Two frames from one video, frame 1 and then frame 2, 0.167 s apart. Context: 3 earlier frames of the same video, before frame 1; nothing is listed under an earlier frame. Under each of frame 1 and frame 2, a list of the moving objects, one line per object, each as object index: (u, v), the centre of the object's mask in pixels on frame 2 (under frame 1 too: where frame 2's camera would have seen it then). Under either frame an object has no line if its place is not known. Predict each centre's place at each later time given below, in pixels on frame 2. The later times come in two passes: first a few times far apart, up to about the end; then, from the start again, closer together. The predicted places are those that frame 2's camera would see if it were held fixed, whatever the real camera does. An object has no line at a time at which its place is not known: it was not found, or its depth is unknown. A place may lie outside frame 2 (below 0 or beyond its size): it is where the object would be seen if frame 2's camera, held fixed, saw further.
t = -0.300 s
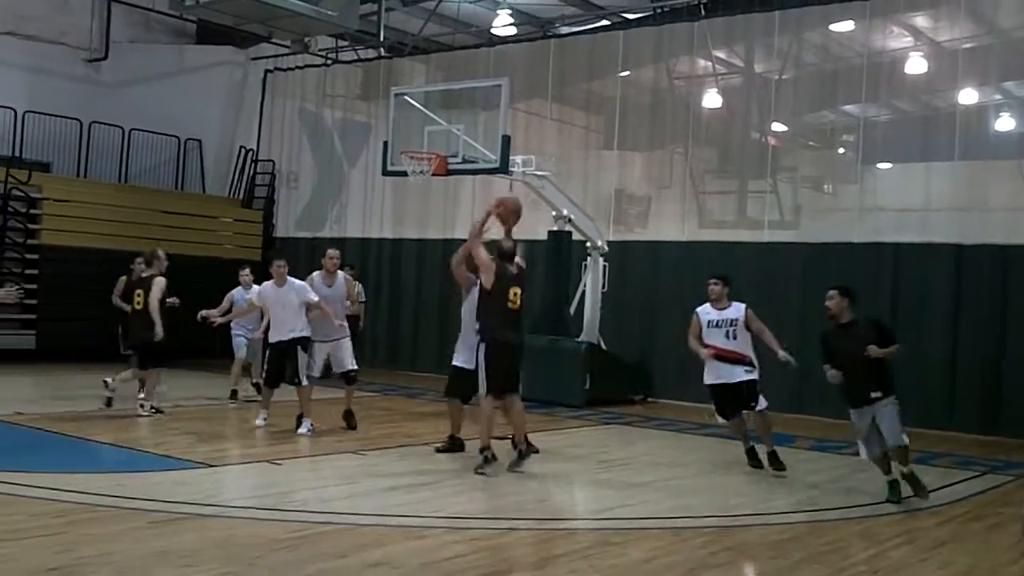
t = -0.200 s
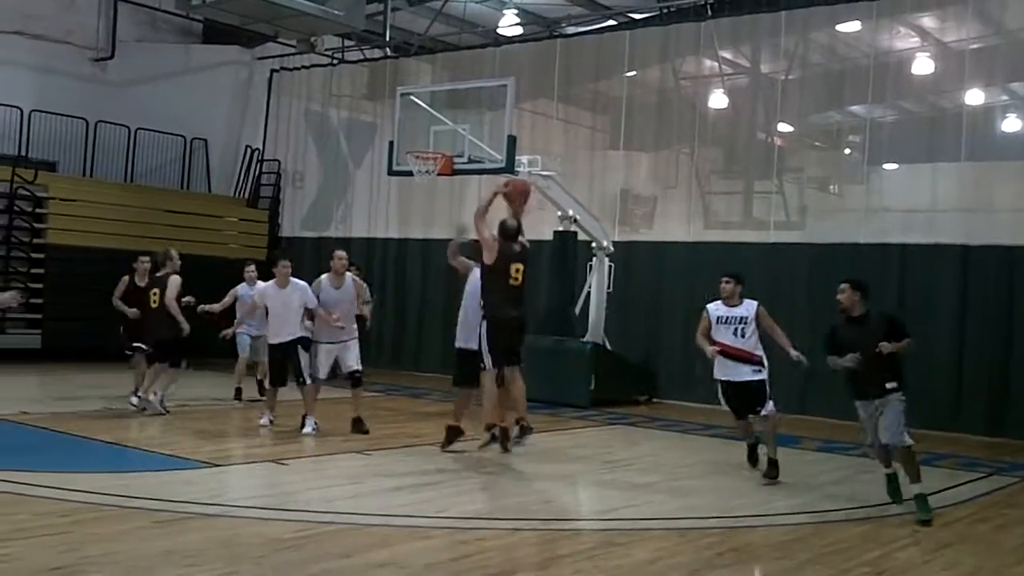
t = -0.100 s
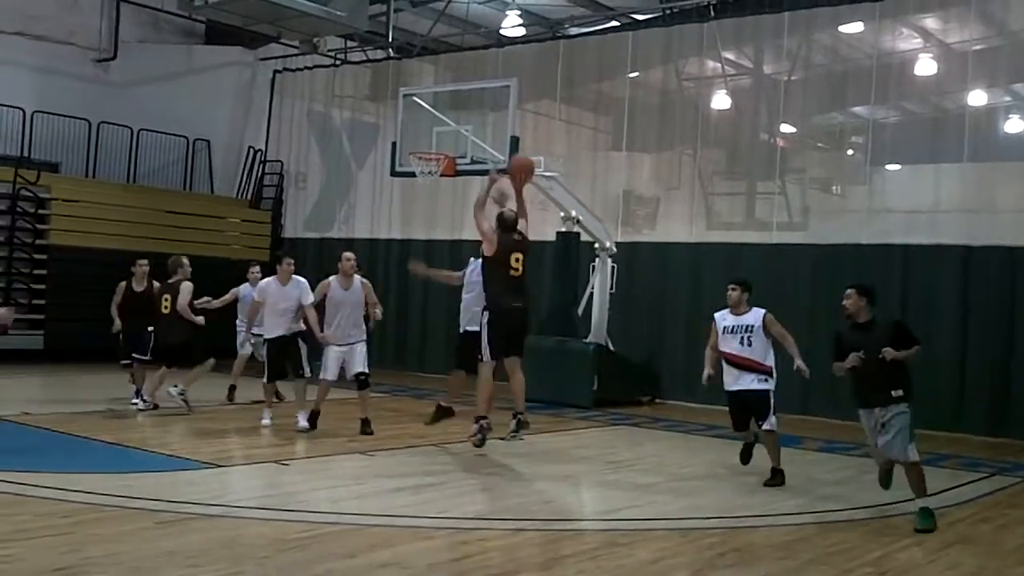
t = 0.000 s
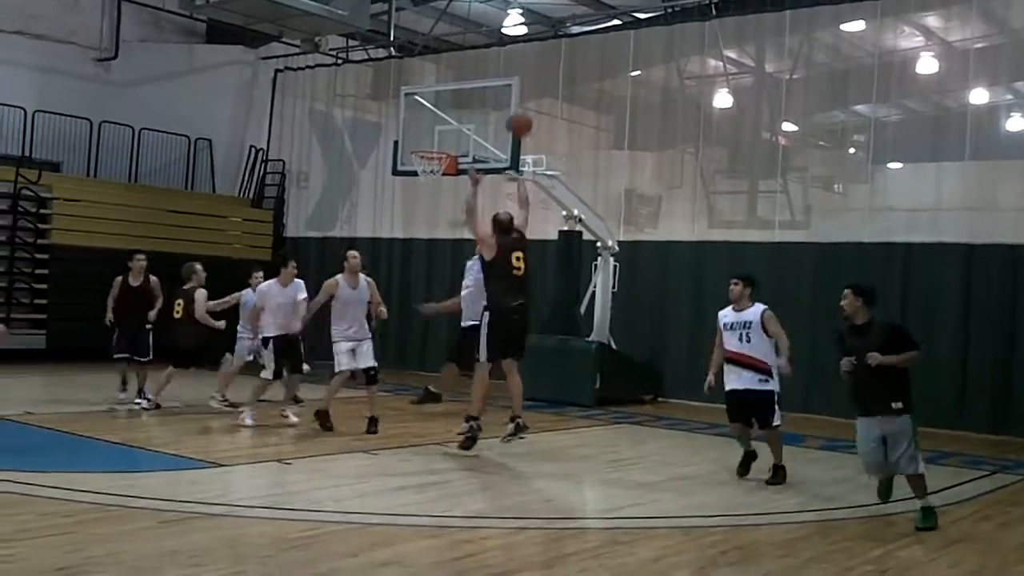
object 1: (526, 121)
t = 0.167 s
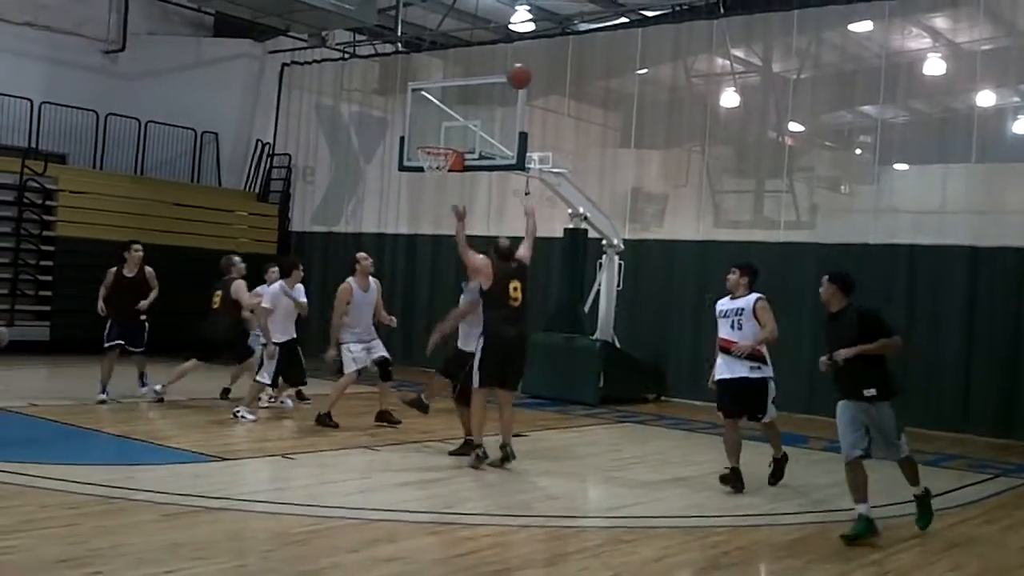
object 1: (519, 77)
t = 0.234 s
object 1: (517, 70)
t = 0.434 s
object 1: (508, 70)
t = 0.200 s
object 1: (518, 73)
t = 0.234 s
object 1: (517, 70)
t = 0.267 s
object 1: (515, 67)
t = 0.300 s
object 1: (515, 66)
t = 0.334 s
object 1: (514, 65)
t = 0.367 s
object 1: (512, 66)
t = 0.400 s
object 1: (510, 67)
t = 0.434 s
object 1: (508, 70)
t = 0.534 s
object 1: (505, 83)
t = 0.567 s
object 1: (505, 91)
